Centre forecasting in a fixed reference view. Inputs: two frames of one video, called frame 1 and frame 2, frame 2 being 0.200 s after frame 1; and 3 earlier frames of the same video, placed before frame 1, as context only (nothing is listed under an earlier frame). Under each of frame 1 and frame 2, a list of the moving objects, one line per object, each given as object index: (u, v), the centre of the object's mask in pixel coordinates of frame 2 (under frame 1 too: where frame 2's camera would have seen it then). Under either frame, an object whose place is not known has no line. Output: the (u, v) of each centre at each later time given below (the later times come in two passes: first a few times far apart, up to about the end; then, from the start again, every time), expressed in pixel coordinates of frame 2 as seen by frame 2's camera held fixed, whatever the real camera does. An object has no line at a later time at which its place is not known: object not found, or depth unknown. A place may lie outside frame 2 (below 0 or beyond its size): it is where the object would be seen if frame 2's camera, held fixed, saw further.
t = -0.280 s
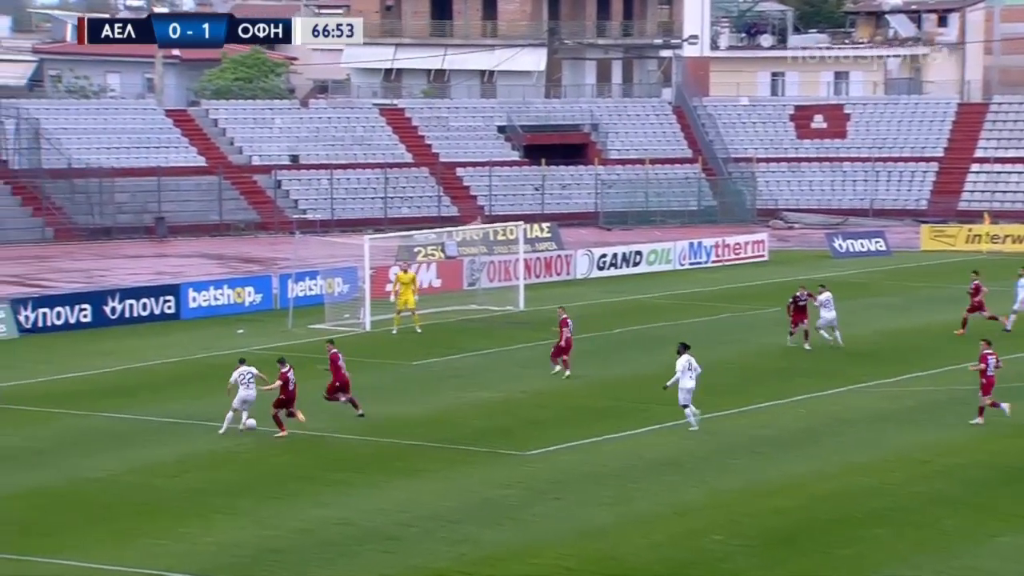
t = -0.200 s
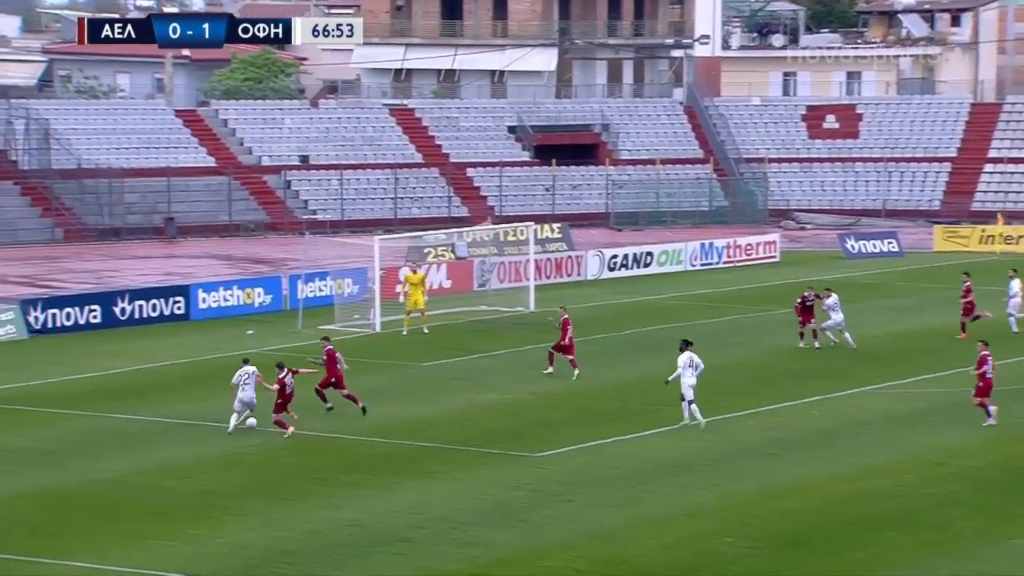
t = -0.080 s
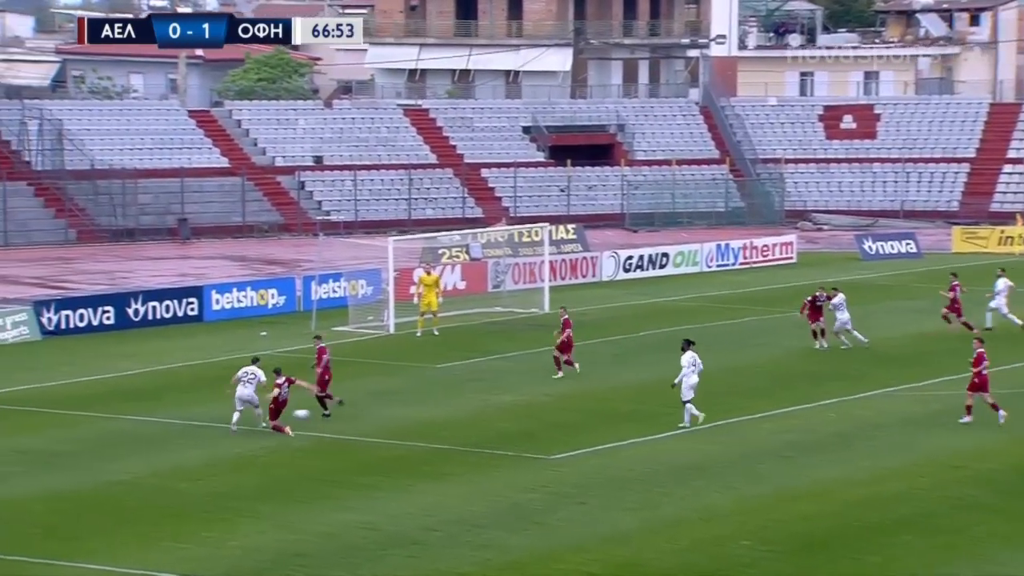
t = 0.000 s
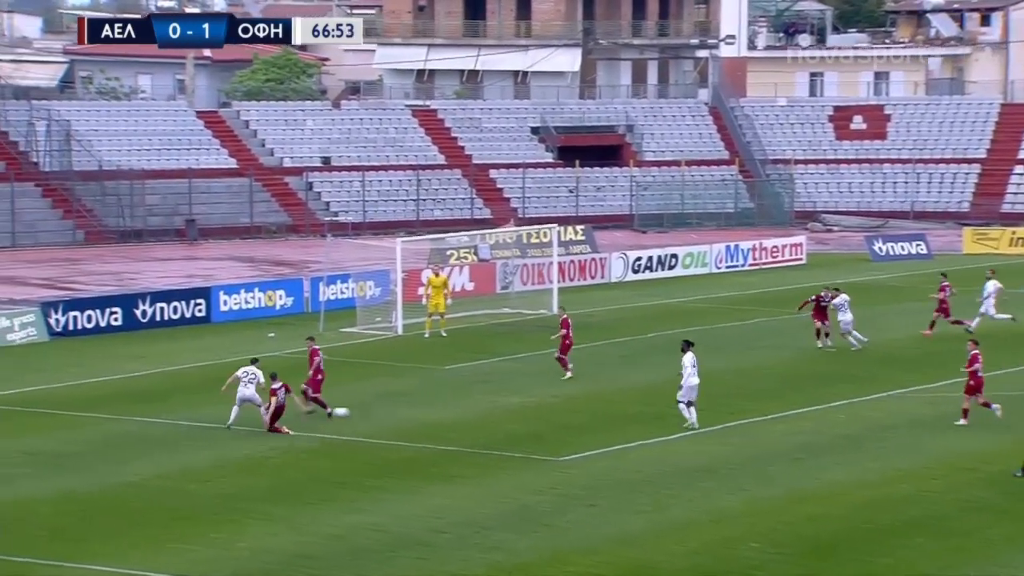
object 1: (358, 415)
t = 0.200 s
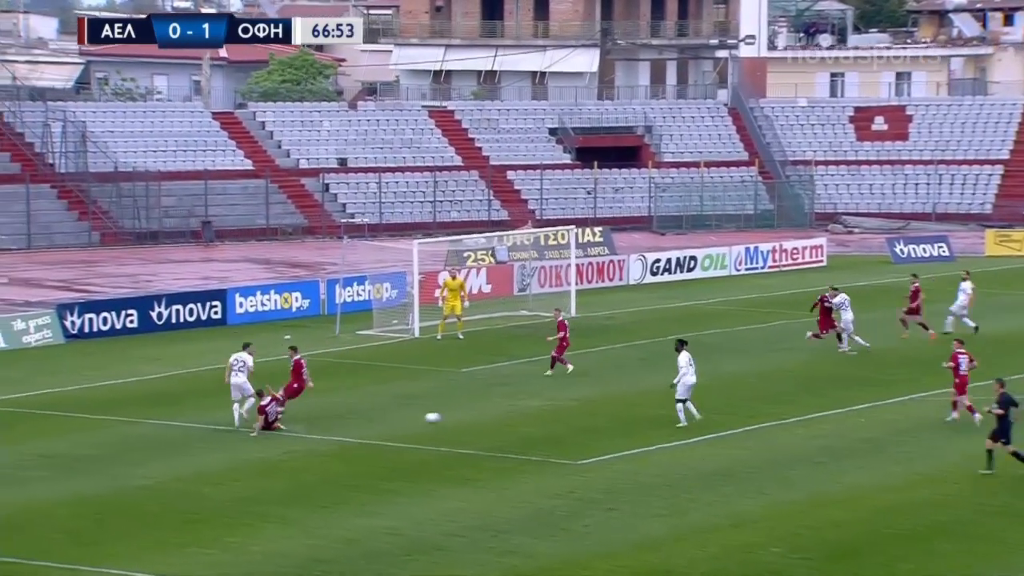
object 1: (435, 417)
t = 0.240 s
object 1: (446, 414)
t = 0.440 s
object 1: (506, 413)
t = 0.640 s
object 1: (556, 409)
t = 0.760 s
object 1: (581, 407)
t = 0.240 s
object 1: (446, 414)
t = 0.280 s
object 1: (458, 413)
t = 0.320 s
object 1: (470, 412)
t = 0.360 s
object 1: (483, 411)
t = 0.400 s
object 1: (495, 412)
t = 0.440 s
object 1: (506, 413)
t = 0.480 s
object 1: (517, 411)
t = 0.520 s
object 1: (527, 410)
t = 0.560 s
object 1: (537, 410)
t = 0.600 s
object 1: (547, 410)
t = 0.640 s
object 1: (556, 409)
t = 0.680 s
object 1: (564, 408)
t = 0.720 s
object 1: (573, 407)
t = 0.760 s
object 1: (581, 407)
